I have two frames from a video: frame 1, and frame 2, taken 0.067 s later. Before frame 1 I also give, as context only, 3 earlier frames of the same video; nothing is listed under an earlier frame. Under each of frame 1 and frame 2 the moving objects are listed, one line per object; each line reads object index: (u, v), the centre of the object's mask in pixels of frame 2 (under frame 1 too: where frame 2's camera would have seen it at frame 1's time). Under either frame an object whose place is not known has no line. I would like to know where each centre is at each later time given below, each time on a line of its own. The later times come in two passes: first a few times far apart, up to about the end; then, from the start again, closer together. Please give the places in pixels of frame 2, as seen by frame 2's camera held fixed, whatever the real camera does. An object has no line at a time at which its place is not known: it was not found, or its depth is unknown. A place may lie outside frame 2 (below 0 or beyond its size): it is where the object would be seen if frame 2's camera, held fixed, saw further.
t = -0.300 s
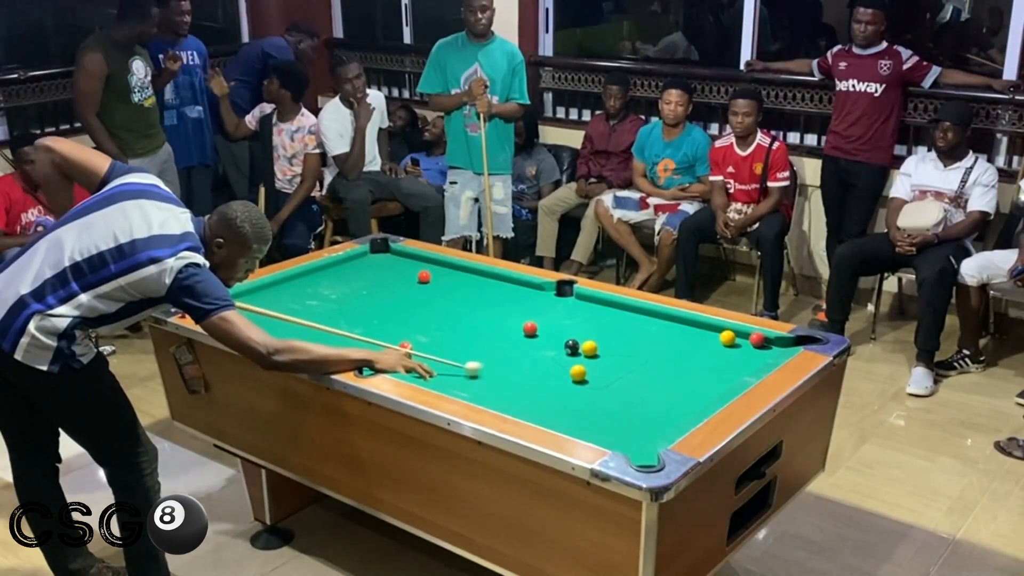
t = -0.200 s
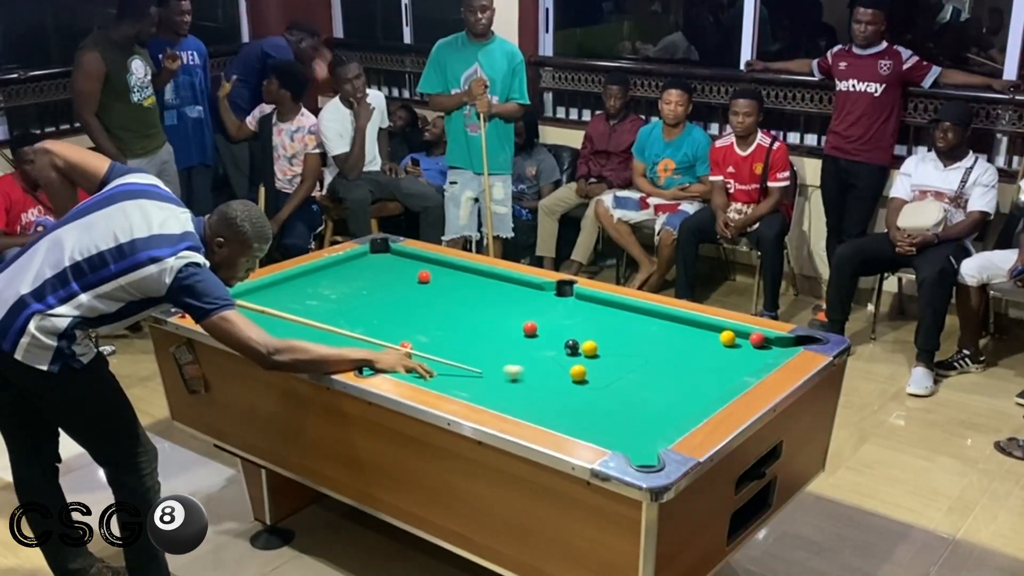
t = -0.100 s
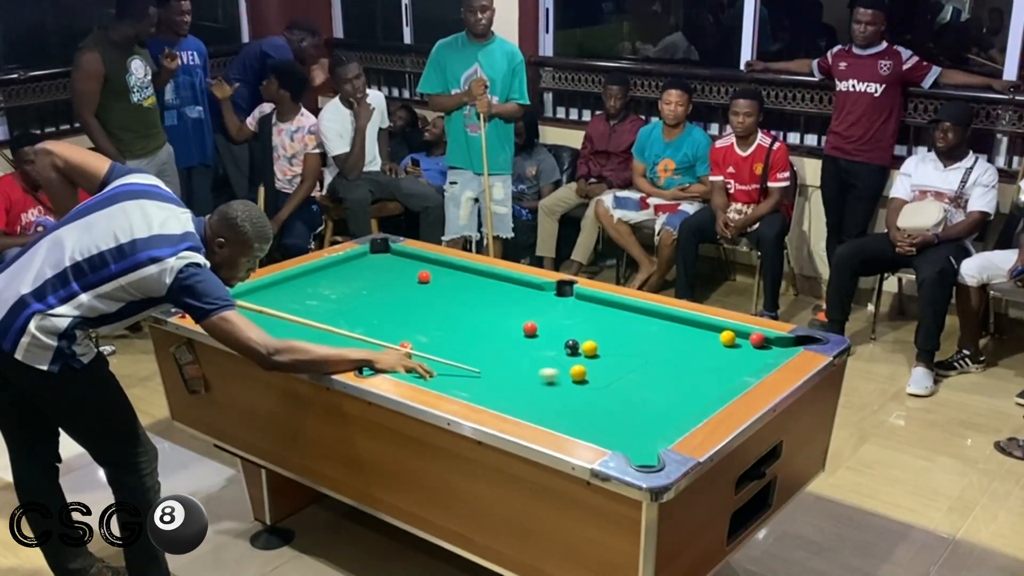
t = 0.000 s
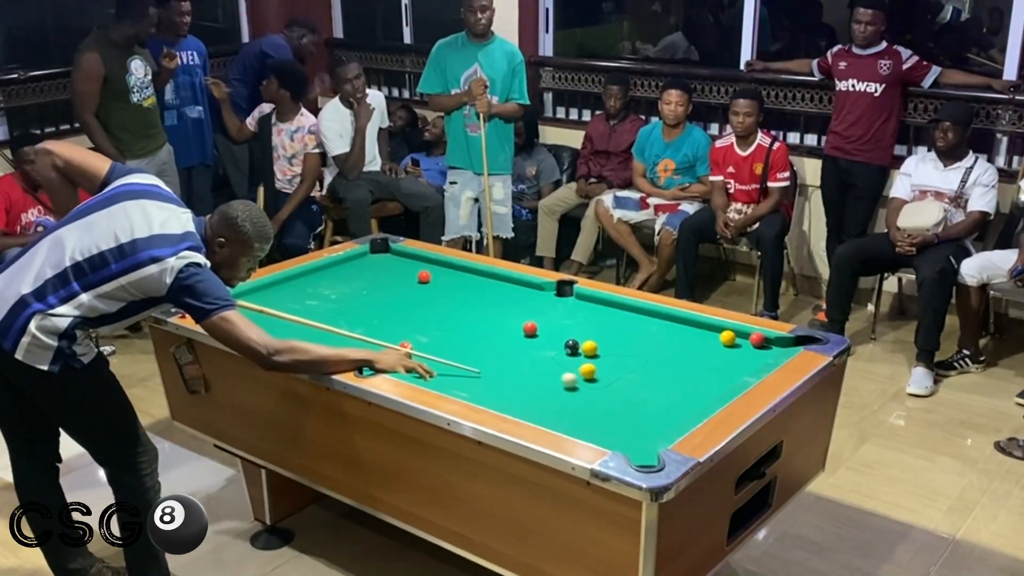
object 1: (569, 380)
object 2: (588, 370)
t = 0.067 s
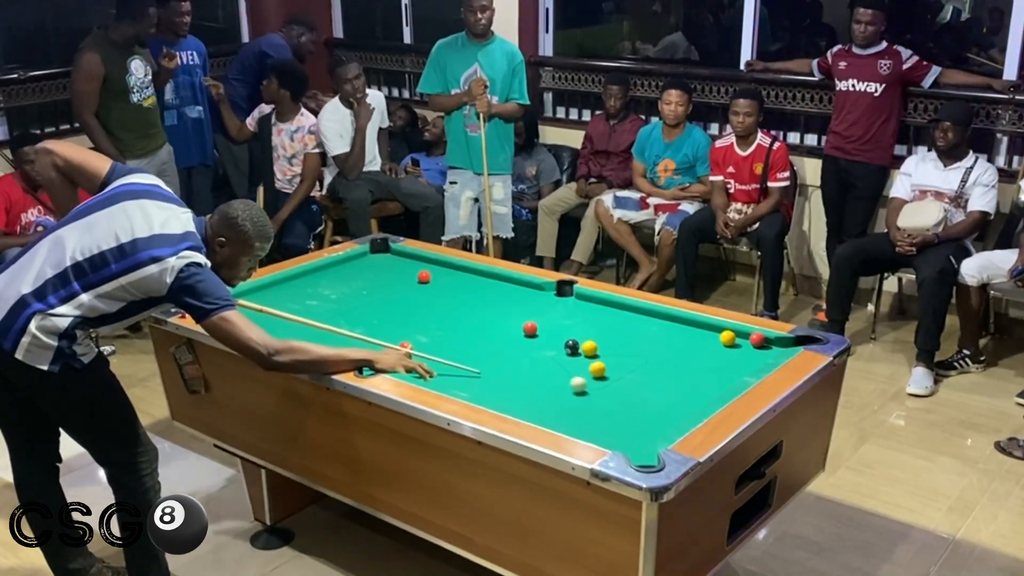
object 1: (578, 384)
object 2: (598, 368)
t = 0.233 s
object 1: (602, 395)
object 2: (618, 365)
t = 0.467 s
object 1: (634, 411)
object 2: (644, 360)
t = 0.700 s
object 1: (666, 425)
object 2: (668, 355)
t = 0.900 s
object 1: (651, 425)
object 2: (686, 351)
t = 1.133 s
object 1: (626, 421)
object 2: (706, 347)
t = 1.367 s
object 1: (603, 417)
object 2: (723, 344)
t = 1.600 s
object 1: (581, 414)
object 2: (735, 344)
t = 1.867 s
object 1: (559, 410)
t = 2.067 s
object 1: (543, 408)
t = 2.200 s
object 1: (534, 407)
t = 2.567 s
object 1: (510, 402)
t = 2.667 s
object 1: (504, 401)
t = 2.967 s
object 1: (487, 397)
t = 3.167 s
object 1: (480, 396)
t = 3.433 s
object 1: (475, 393)
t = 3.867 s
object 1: (469, 391)
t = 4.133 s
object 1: (467, 391)
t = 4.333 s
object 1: (466, 391)
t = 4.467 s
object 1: (466, 391)
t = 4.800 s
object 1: (465, 391)
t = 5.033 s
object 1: (466, 391)
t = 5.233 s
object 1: (466, 391)
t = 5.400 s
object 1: (466, 391)
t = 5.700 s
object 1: (465, 390)
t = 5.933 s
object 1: (466, 391)
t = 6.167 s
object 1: (466, 391)
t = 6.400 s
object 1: (466, 391)
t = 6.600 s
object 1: (466, 391)
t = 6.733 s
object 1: (466, 391)
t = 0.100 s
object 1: (583, 386)
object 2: (602, 368)
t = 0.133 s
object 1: (587, 389)
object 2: (606, 367)
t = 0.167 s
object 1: (592, 391)
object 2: (610, 366)
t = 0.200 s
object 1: (597, 393)
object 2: (614, 366)
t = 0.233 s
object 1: (602, 395)
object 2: (618, 365)
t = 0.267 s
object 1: (606, 397)
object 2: (622, 364)
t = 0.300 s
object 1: (611, 399)
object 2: (626, 363)
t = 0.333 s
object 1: (615, 401)
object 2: (630, 363)
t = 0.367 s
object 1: (620, 404)
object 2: (633, 362)
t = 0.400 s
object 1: (625, 406)
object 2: (637, 361)
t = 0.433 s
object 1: (630, 408)
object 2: (641, 361)
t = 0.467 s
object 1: (634, 411)
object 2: (644, 360)
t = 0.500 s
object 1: (639, 413)
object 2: (648, 359)
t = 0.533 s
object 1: (644, 415)
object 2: (651, 358)
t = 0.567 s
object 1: (649, 417)
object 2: (655, 357)
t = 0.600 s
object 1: (653, 420)
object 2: (658, 357)
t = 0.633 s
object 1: (658, 422)
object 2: (661, 356)
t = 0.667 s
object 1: (662, 424)
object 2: (665, 356)
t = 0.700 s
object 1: (666, 425)
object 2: (668, 355)
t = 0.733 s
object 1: (668, 425)
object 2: (671, 354)
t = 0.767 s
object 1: (665, 426)
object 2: (675, 354)
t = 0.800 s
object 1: (661, 426)
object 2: (677, 353)
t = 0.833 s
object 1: (658, 426)
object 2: (680, 352)
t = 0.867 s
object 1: (654, 426)
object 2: (683, 351)
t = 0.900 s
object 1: (651, 425)
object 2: (686, 351)
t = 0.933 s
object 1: (646, 423)
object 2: (689, 350)
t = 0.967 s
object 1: (643, 423)
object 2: (692, 350)
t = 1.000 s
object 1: (640, 423)
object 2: (695, 349)
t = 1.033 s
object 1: (636, 422)
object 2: (698, 349)
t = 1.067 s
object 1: (633, 422)
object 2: (701, 348)
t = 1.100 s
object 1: (629, 421)
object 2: (703, 348)
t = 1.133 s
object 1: (626, 421)
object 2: (706, 347)
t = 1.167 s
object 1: (622, 420)
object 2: (709, 347)
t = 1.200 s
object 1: (619, 420)
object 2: (711, 346)
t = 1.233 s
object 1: (615, 419)
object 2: (714, 346)
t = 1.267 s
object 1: (612, 419)
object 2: (716, 345)
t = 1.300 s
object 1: (609, 418)
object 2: (718, 345)
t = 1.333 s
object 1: (606, 418)
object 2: (720, 344)
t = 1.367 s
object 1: (603, 417)
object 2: (723, 344)
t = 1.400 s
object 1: (599, 417)
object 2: (725, 344)
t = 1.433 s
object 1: (596, 416)
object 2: (727, 344)
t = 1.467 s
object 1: (593, 416)
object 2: (729, 343)
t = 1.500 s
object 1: (590, 415)
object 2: (731, 343)
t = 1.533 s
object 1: (587, 415)
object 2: (733, 344)
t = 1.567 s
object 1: (584, 414)
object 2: (734, 344)
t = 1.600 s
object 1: (581, 414)
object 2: (735, 344)
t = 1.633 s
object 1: (578, 414)
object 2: (737, 344)
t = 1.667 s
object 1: (575, 413)
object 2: (738, 344)
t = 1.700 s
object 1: (572, 413)
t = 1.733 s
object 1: (569, 412)
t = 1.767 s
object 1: (567, 412)
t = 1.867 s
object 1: (559, 410)
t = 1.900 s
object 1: (556, 410)
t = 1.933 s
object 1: (553, 410)
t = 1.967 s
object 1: (551, 409)
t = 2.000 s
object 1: (548, 409)
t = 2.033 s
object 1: (546, 409)
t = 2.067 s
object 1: (543, 408)
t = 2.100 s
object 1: (541, 408)
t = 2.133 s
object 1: (538, 408)
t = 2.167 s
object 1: (536, 407)
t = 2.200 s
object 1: (534, 407)
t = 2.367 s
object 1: (523, 404)
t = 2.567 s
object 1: (510, 402)
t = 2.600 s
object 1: (508, 401)
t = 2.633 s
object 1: (506, 401)
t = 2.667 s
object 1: (504, 401)
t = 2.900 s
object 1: (491, 398)
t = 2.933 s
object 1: (489, 398)
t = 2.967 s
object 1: (487, 397)
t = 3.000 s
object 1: (485, 396)
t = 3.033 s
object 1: (483, 396)
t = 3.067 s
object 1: (482, 396)
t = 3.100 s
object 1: (481, 396)
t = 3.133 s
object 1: (481, 396)
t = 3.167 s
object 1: (480, 396)
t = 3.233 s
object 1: (479, 395)
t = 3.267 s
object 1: (478, 394)
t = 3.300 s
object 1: (478, 394)
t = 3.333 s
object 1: (477, 394)
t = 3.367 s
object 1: (477, 394)
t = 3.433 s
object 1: (475, 393)
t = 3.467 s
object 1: (475, 393)
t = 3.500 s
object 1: (474, 393)
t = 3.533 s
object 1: (474, 393)
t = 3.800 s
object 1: (470, 392)
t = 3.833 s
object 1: (469, 392)
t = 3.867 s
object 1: (469, 391)
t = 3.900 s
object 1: (469, 391)
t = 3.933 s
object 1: (468, 391)
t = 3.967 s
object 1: (468, 391)
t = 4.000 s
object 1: (468, 391)
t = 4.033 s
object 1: (467, 391)
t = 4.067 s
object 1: (467, 390)
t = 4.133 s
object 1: (467, 391)
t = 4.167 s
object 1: (467, 391)
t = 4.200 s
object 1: (467, 391)
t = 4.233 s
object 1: (467, 391)
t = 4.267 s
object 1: (466, 391)
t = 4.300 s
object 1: (466, 391)
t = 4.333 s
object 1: (466, 391)
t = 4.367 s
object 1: (466, 391)
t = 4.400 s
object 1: (466, 391)
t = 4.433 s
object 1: (466, 391)
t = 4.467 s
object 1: (466, 391)
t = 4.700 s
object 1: (466, 391)
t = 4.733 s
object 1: (466, 391)
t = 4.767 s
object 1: (465, 391)
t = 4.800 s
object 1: (465, 391)
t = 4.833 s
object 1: (465, 391)
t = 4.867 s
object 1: (465, 391)
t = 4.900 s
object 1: (466, 391)
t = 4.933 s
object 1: (466, 391)
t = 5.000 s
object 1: (466, 391)
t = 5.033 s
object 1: (466, 391)
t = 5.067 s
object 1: (466, 391)
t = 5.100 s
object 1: (466, 391)
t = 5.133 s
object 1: (466, 391)
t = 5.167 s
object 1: (466, 391)
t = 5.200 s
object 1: (466, 391)
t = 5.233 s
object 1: (466, 391)
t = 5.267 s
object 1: (466, 391)
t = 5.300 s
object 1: (466, 391)
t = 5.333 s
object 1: (466, 391)
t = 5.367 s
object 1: (466, 391)
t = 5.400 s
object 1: (466, 391)
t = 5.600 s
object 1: (466, 391)
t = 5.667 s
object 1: (465, 390)
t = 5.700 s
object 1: (465, 390)
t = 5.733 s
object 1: (465, 391)
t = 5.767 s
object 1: (465, 391)
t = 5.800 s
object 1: (465, 391)
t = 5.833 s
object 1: (465, 391)
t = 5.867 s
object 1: (465, 391)
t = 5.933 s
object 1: (466, 391)
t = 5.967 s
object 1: (466, 391)
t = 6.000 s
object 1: (466, 391)
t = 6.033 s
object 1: (466, 391)
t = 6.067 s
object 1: (466, 391)
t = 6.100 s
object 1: (466, 391)
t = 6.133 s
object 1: (466, 391)
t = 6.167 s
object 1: (466, 391)
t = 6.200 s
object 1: (466, 391)
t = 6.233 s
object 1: (466, 391)
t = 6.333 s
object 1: (466, 391)
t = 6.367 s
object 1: (466, 391)
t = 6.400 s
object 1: (466, 391)
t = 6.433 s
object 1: (466, 391)
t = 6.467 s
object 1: (466, 391)
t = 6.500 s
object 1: (466, 391)
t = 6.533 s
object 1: (466, 391)
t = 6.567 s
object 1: (466, 391)
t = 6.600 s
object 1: (466, 391)
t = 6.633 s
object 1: (466, 391)
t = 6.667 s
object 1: (466, 391)
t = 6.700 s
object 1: (465, 391)
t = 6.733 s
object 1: (466, 391)
